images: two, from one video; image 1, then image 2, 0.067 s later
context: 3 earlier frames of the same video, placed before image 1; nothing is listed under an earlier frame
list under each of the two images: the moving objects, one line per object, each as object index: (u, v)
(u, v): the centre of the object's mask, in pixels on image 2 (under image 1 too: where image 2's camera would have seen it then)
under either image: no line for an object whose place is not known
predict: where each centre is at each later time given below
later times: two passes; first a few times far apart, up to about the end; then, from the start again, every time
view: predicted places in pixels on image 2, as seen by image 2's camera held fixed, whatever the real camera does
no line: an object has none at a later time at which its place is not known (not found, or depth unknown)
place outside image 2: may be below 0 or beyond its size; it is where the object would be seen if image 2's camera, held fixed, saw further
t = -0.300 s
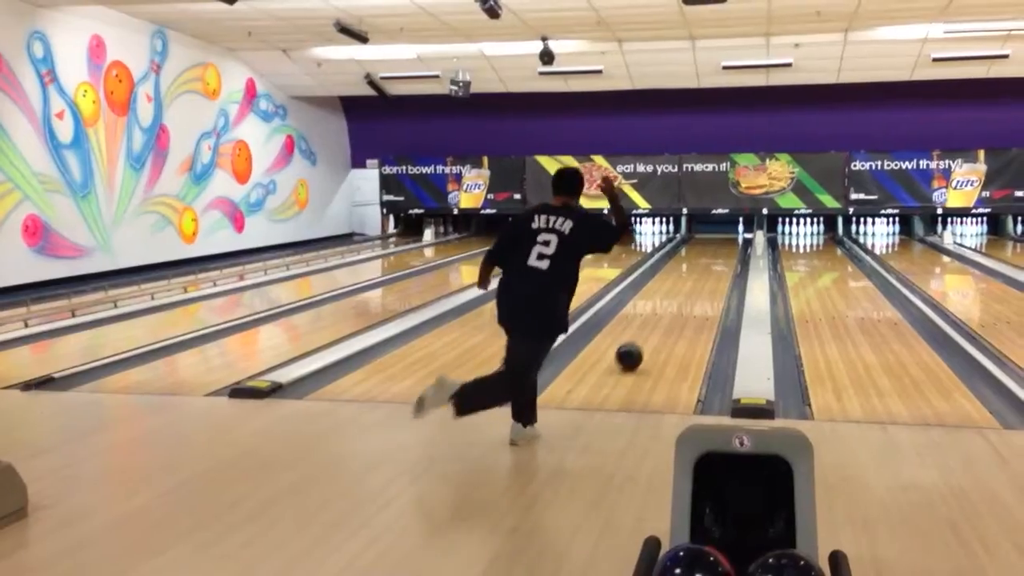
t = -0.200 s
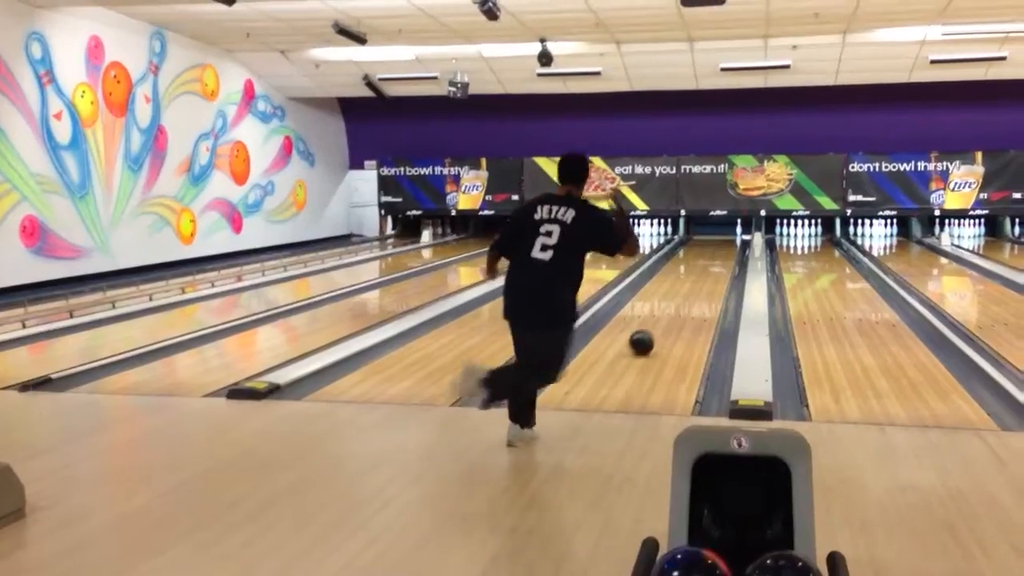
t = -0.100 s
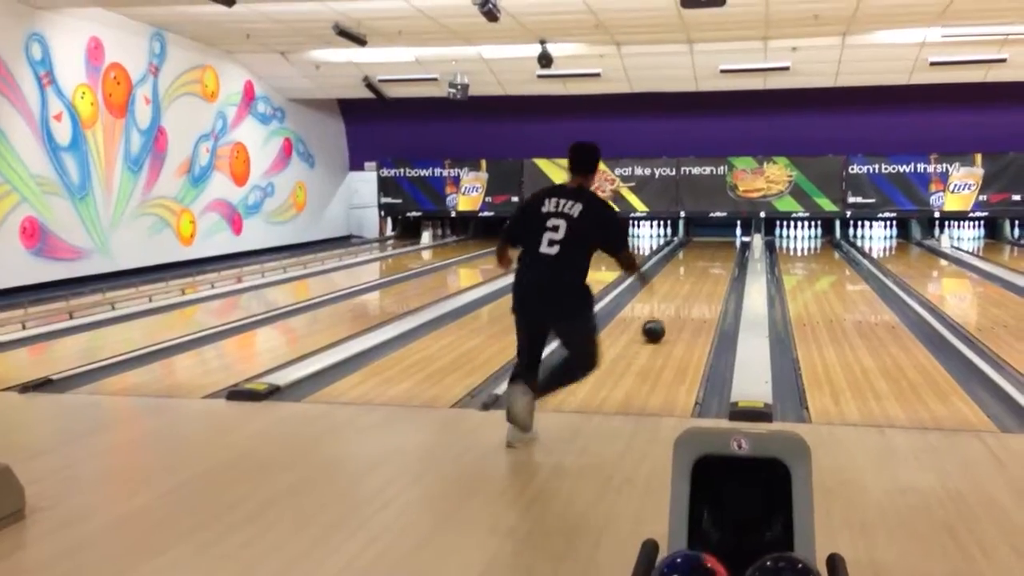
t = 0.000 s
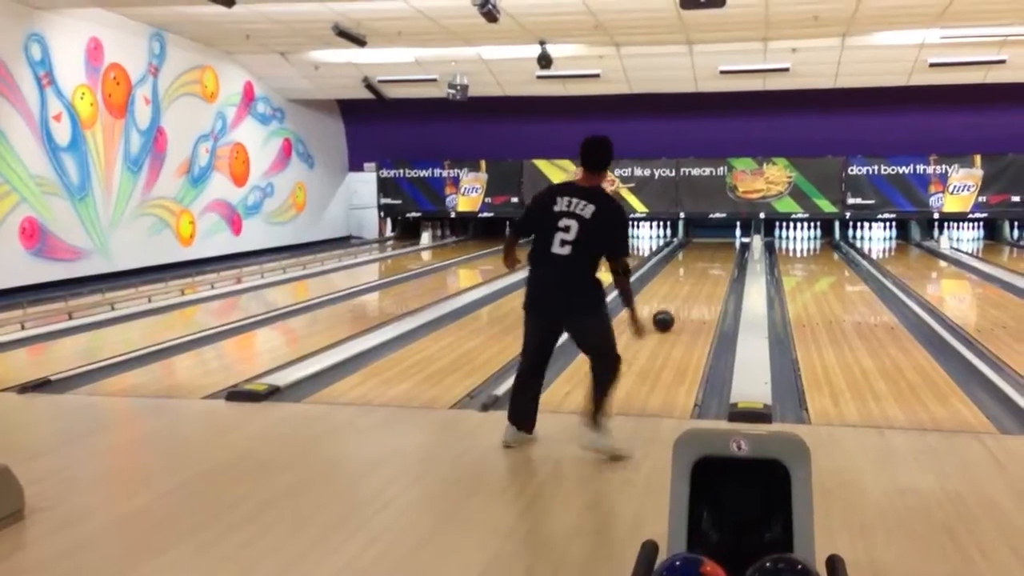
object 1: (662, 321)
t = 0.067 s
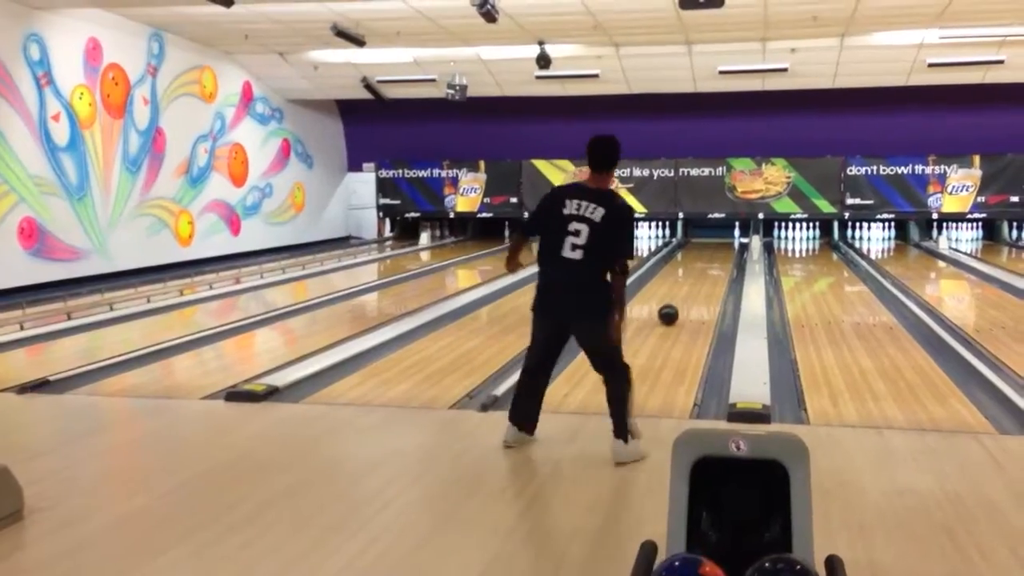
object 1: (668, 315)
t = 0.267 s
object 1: (683, 298)
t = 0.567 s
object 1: (700, 278)
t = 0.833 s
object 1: (711, 266)
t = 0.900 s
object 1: (713, 264)
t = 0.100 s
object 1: (671, 311)
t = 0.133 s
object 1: (673, 308)
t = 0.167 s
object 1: (676, 306)
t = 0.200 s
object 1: (678, 303)
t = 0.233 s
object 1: (681, 300)
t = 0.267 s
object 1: (683, 298)
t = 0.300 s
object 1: (685, 295)
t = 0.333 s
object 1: (688, 292)
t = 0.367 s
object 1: (690, 291)
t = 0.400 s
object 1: (692, 289)
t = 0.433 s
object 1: (694, 286)
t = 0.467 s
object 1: (695, 284)
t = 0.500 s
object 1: (697, 282)
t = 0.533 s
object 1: (698, 280)
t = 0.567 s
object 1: (700, 278)
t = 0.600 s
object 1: (701, 277)
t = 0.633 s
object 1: (703, 275)
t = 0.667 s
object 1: (705, 274)
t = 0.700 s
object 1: (706, 272)
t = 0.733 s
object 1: (707, 271)
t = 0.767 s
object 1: (708, 269)
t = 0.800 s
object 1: (709, 268)
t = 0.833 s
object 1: (711, 266)
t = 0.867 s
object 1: (712, 265)
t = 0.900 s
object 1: (713, 264)
